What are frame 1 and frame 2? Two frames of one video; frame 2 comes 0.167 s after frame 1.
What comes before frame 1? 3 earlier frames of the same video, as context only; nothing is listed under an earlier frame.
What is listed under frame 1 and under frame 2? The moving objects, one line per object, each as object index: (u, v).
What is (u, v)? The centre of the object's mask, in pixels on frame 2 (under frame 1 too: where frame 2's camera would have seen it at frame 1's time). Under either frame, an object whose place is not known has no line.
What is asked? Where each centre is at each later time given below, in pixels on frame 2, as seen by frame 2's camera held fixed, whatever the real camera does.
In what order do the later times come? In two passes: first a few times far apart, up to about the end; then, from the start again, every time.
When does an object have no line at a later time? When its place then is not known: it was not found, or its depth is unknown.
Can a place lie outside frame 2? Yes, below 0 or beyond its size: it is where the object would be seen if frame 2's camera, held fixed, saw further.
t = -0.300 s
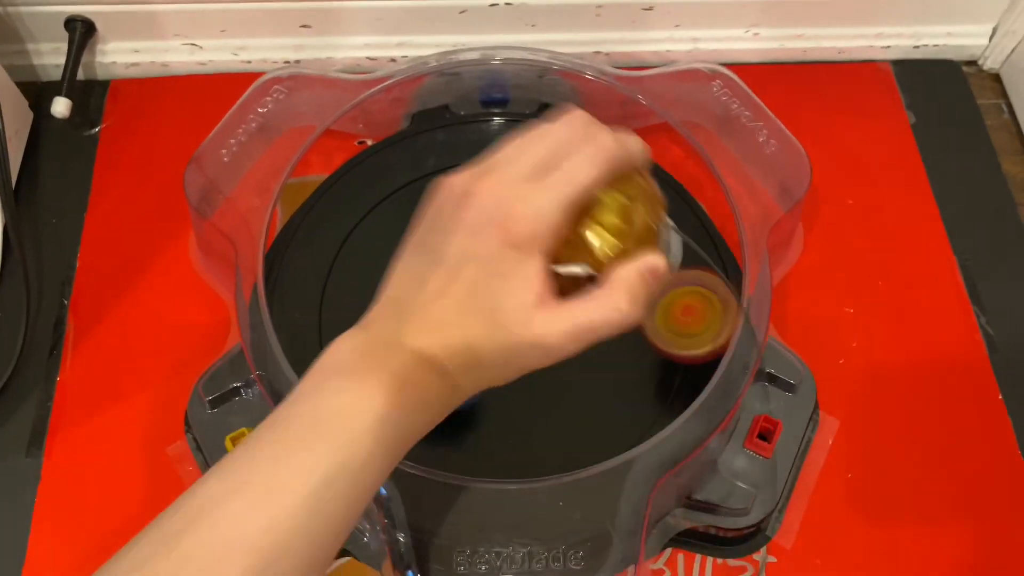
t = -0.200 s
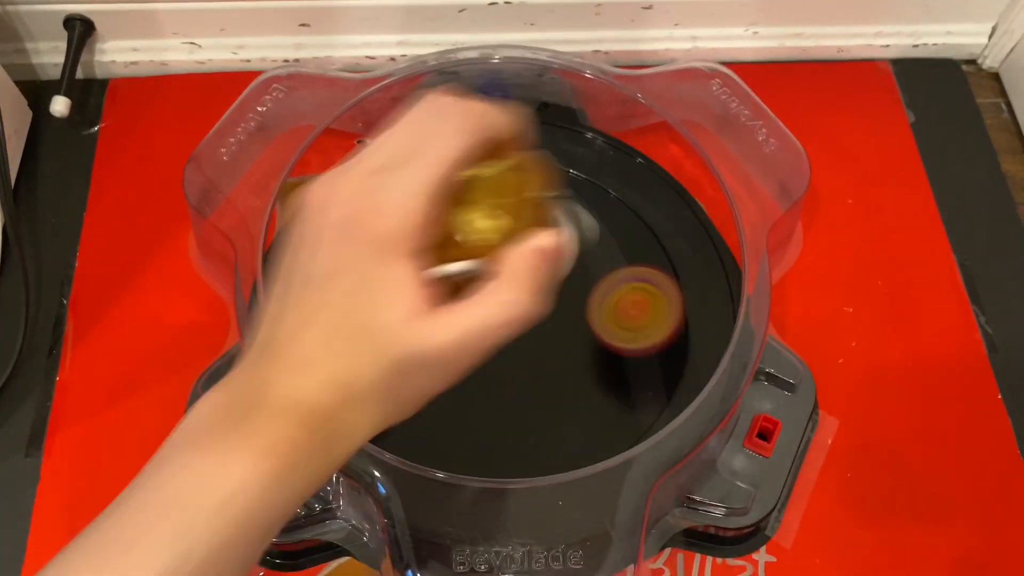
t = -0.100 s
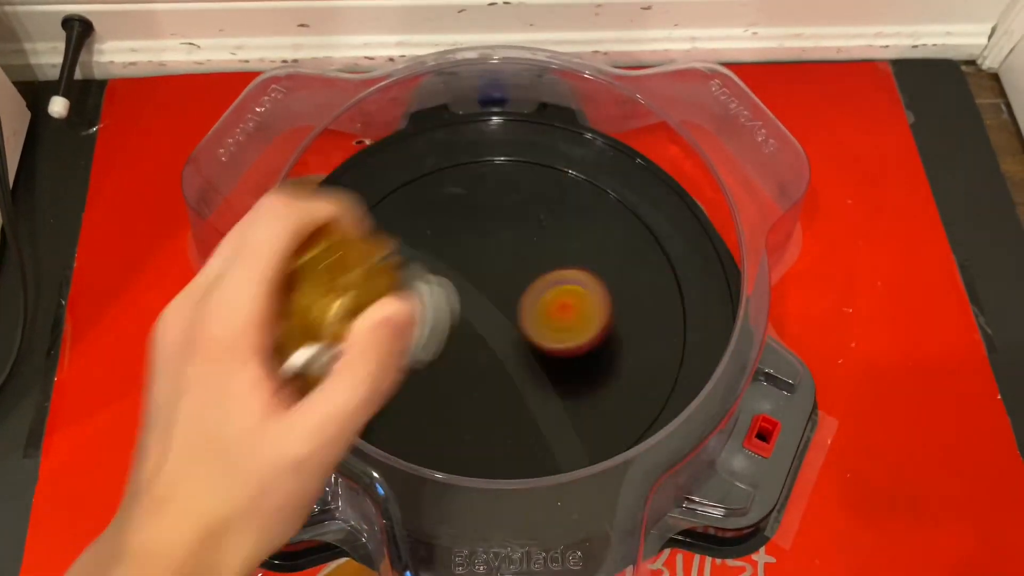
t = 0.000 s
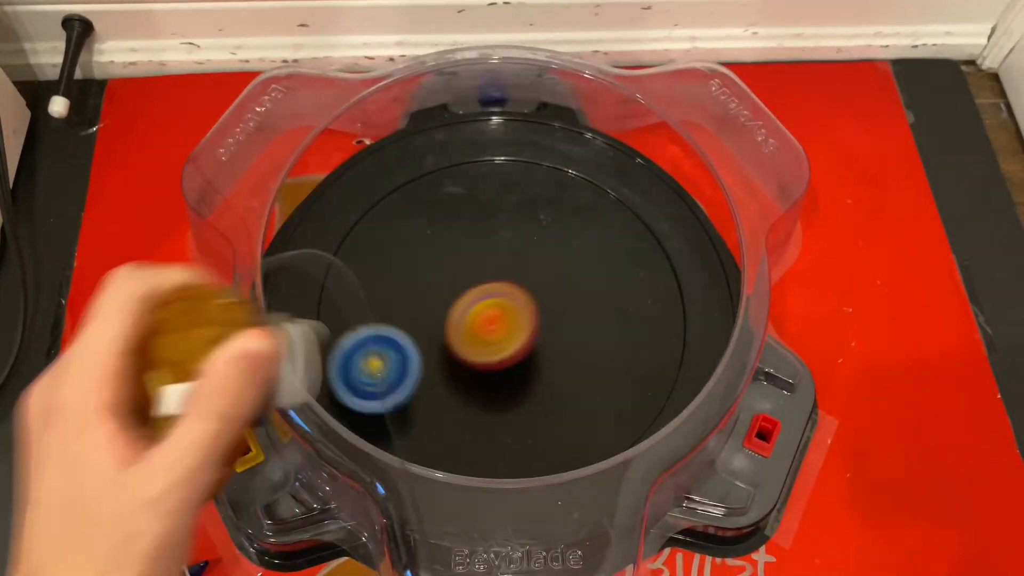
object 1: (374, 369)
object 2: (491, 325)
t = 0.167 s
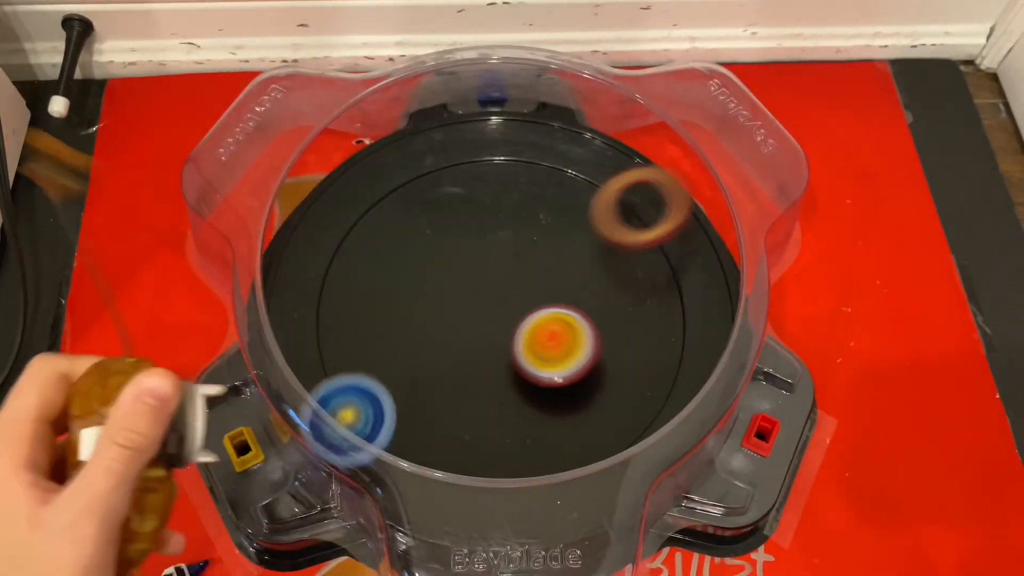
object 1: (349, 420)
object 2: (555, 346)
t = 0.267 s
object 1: (383, 446)
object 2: (603, 370)
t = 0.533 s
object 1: (651, 434)
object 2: (644, 354)
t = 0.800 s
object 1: (620, 235)
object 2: (462, 278)
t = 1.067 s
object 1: (335, 193)
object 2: (409, 381)
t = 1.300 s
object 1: (441, 350)
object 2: (659, 434)
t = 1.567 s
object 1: (644, 351)
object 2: (654, 213)
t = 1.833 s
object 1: (521, 190)
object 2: (302, 229)
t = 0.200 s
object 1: (356, 428)
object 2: (572, 353)
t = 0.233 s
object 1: (366, 437)
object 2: (588, 361)
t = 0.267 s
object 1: (383, 446)
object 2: (603, 370)
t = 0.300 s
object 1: (403, 455)
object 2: (619, 378)
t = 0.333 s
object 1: (429, 463)
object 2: (634, 384)
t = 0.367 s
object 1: (459, 470)
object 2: (646, 386)
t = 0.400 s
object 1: (495, 473)
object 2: (655, 383)
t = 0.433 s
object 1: (535, 470)
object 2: (657, 377)
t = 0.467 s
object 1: (577, 462)
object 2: (658, 369)
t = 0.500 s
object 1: (618, 446)
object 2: (654, 363)
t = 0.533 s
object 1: (651, 434)
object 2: (644, 354)
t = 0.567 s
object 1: (663, 424)
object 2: (637, 337)
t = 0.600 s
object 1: (666, 403)
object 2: (626, 321)
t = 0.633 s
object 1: (662, 374)
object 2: (610, 308)
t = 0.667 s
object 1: (660, 349)
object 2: (591, 298)
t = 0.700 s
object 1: (652, 318)
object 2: (565, 291)
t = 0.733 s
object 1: (648, 290)
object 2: (531, 284)
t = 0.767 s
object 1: (638, 262)
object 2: (496, 279)
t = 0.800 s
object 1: (620, 235)
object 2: (462, 278)
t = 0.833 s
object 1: (595, 209)
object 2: (428, 280)
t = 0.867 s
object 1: (565, 185)
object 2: (397, 286)
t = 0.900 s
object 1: (532, 168)
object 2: (368, 294)
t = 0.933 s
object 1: (494, 155)
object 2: (347, 305)
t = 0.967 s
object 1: (454, 147)
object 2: (355, 321)
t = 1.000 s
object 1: (415, 157)
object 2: (367, 341)
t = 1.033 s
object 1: (377, 173)
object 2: (385, 361)
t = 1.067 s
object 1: (335, 193)
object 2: (409, 381)
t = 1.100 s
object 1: (294, 217)
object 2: (437, 401)
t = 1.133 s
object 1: (270, 249)
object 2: (470, 421)
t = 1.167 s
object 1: (303, 269)
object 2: (509, 436)
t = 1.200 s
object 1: (332, 285)
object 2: (551, 452)
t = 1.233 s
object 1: (366, 306)
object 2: (594, 455)
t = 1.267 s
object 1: (403, 330)
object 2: (630, 446)
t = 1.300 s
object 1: (441, 350)
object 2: (659, 434)
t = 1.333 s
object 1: (481, 366)
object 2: (673, 407)
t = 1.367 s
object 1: (524, 376)
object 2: (683, 381)
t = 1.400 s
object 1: (567, 379)
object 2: (687, 354)
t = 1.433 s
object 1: (609, 375)
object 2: (693, 332)
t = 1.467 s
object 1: (634, 370)
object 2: (701, 305)
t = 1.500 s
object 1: (640, 367)
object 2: (698, 271)
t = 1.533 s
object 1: (644, 361)
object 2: (679, 240)
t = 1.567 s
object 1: (644, 351)
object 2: (654, 213)
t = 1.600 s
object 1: (642, 338)
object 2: (624, 191)
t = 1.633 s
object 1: (636, 320)
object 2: (586, 173)
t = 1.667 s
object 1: (627, 301)
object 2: (543, 162)
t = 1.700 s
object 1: (615, 278)
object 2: (493, 159)
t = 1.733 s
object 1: (597, 255)
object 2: (442, 163)
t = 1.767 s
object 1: (577, 231)
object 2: (393, 177)
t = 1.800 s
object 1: (550, 208)
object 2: (345, 199)
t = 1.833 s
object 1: (521, 190)
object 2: (302, 229)
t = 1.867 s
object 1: (490, 175)
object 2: (273, 259)
